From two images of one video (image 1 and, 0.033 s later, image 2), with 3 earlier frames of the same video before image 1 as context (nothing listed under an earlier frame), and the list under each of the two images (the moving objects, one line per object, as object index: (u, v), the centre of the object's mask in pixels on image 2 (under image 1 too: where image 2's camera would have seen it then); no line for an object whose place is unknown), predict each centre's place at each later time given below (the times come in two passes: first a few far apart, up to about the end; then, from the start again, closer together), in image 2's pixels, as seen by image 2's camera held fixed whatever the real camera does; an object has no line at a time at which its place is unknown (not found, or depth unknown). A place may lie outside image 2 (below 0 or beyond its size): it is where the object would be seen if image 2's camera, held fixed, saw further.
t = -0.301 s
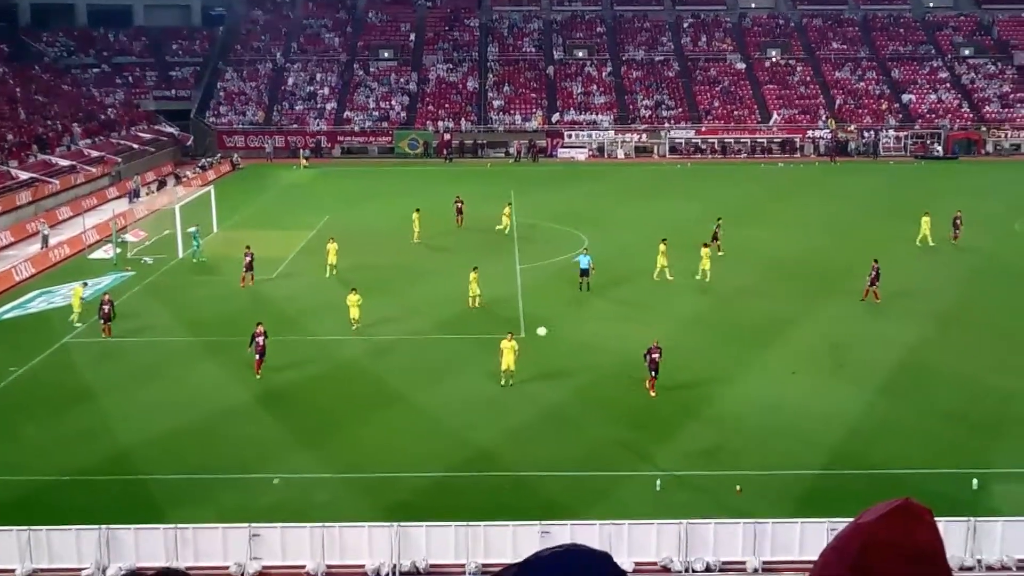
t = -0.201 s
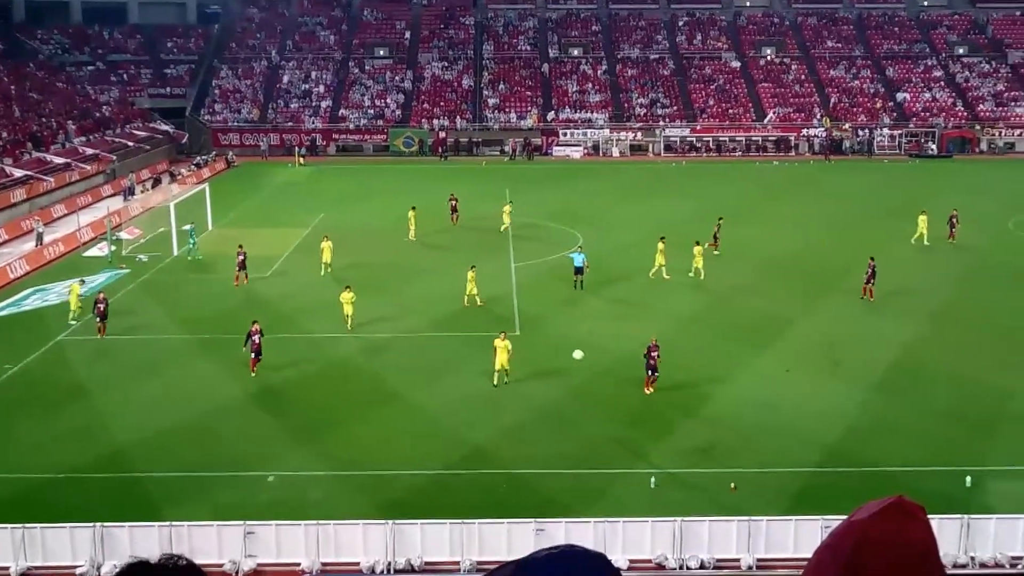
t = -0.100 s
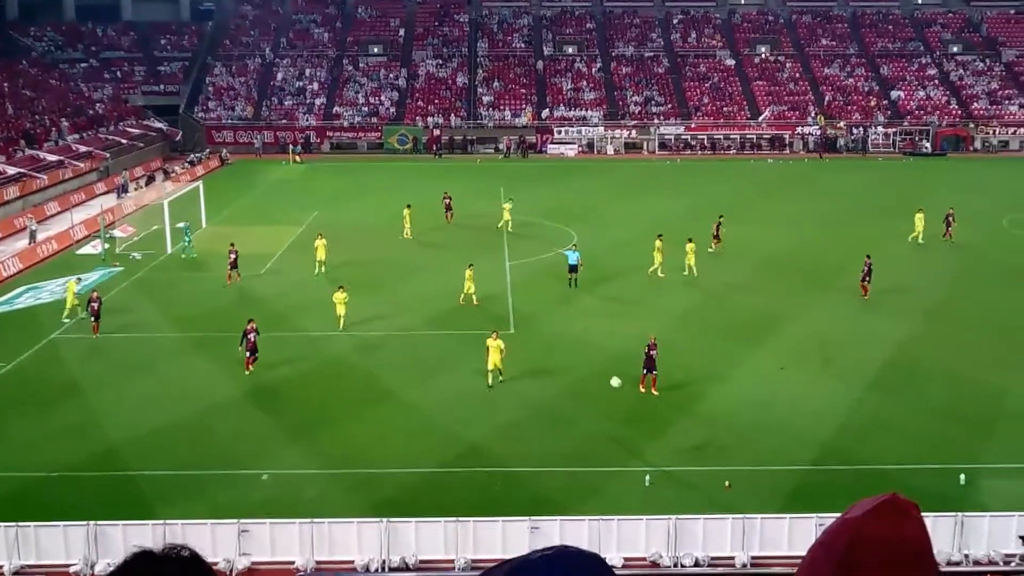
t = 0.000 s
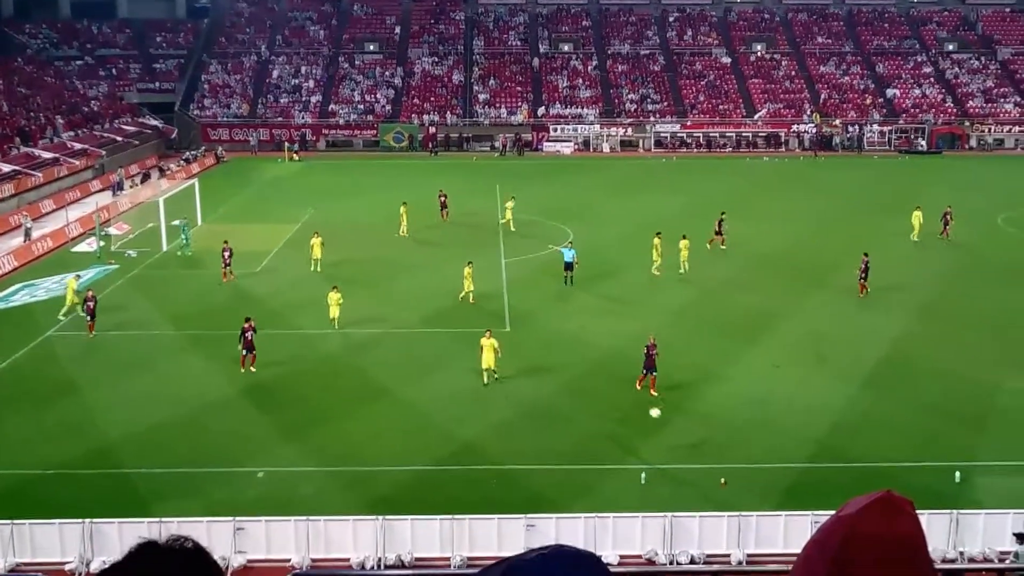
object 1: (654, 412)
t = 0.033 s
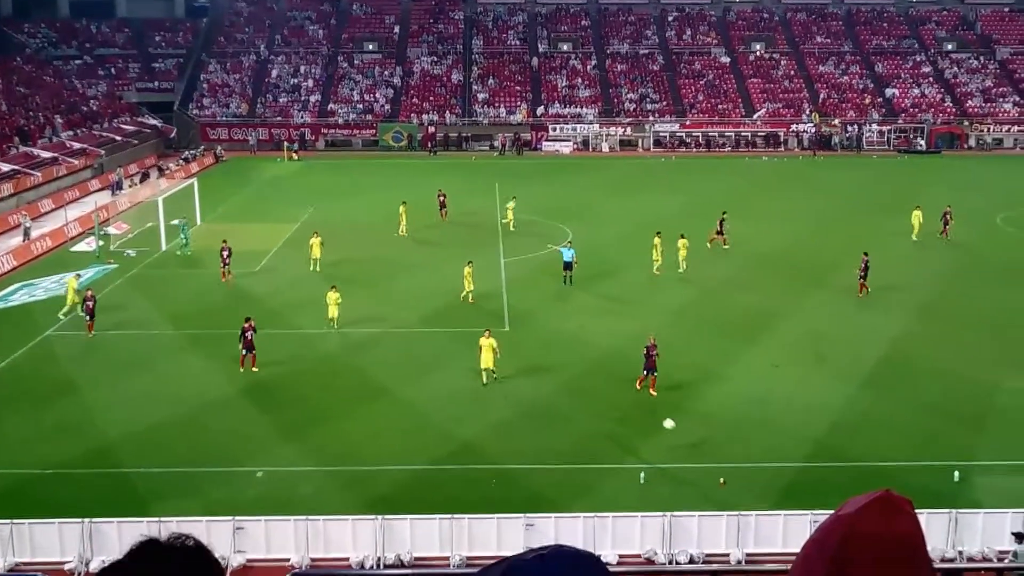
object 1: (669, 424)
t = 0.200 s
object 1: (744, 489)
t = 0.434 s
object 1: (835, 491)
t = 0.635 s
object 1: (911, 472)
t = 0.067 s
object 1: (684, 436)
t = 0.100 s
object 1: (699, 449)
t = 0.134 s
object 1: (713, 461)
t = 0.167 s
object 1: (728, 476)
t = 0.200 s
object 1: (744, 489)
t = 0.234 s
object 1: (760, 502)
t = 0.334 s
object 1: (800, 506)
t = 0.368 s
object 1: (810, 502)
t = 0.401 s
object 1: (823, 497)
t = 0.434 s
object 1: (835, 491)
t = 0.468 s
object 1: (847, 487)
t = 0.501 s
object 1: (860, 483)
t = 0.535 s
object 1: (873, 480)
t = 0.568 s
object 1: (885, 477)
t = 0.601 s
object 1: (899, 475)
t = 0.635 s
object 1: (911, 472)
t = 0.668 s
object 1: (923, 470)
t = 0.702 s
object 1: (937, 470)
